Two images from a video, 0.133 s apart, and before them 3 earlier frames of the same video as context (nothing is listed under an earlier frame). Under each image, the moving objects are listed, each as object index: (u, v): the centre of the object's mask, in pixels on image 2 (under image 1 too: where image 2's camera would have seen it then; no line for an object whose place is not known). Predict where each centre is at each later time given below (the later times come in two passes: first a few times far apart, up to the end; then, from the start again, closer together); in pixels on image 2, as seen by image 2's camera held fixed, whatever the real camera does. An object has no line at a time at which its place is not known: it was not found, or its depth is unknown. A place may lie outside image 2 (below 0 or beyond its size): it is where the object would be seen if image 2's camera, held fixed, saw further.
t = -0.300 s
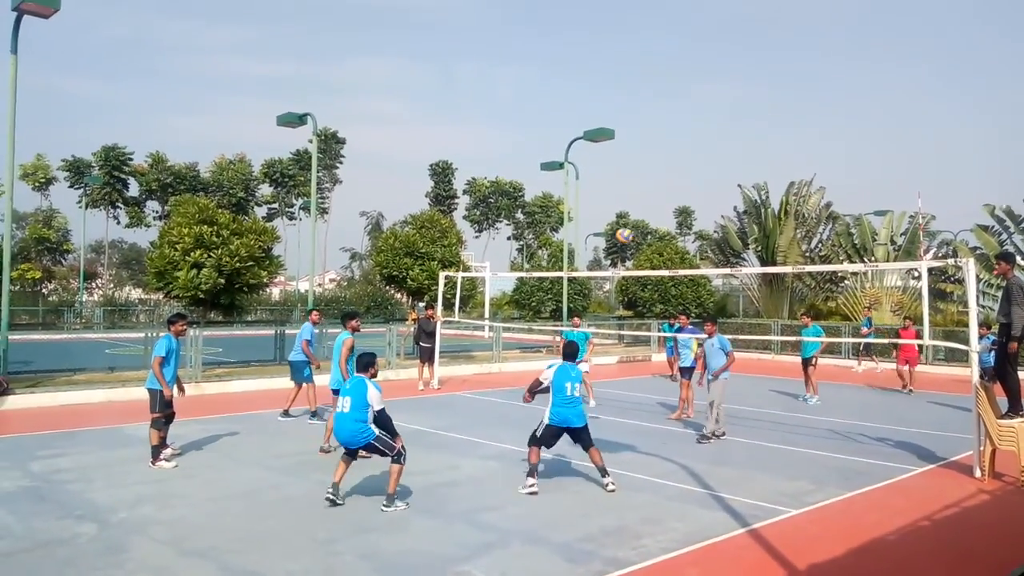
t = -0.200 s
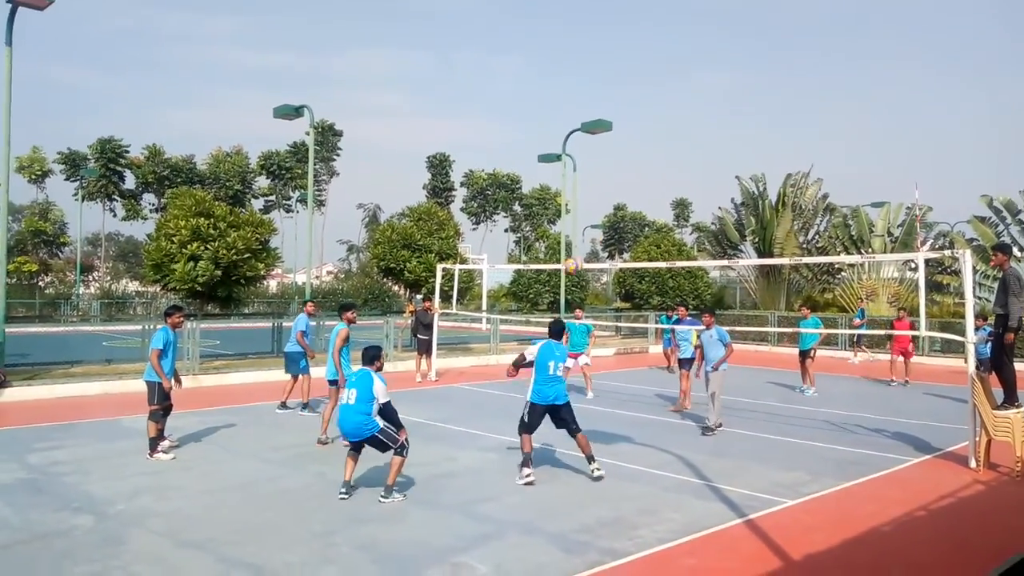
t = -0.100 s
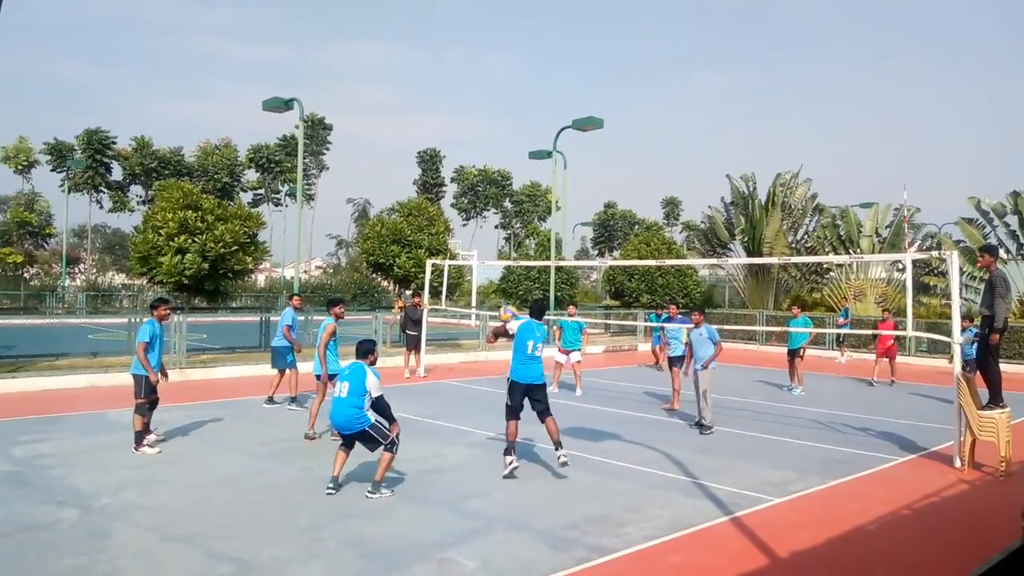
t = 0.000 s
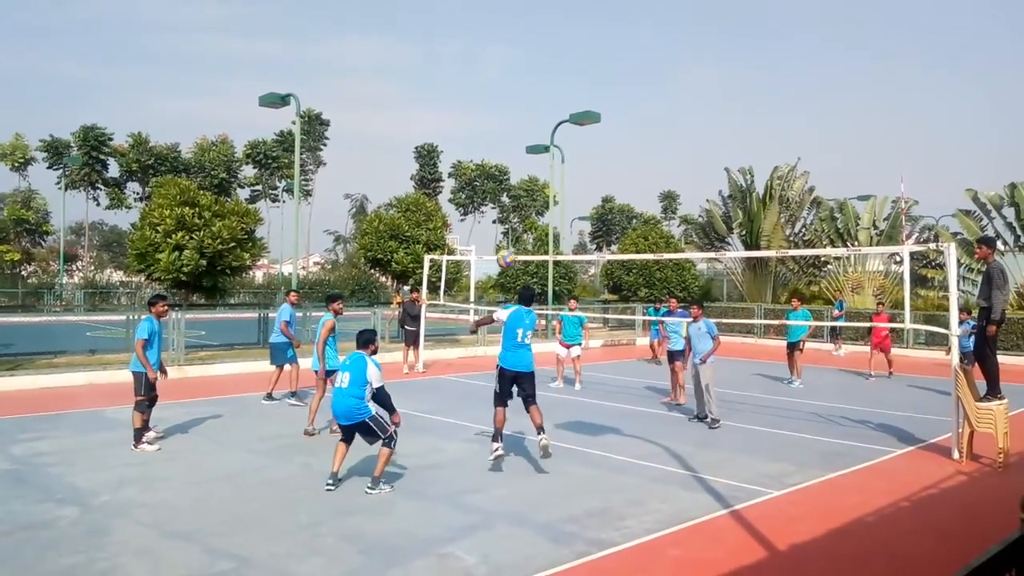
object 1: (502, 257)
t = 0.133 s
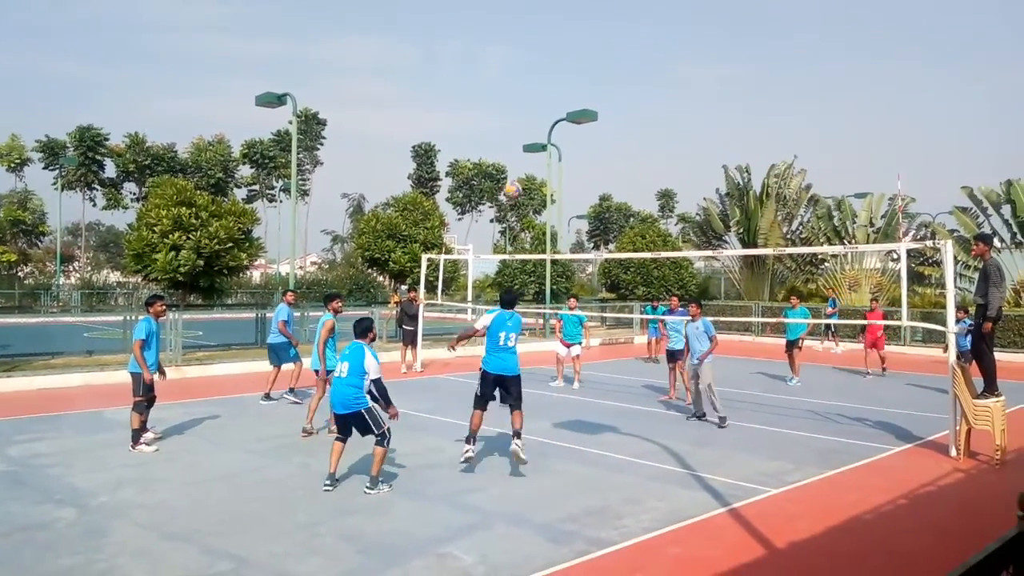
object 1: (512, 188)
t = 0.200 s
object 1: (516, 163)
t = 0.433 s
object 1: (528, 105)
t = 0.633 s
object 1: (536, 92)
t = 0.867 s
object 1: (545, 117)
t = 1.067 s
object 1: (550, 166)
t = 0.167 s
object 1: (514, 174)
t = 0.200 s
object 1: (516, 163)
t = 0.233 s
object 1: (518, 152)
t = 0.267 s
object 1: (519, 141)
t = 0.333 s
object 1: (523, 124)
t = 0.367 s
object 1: (524, 116)
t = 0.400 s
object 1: (526, 110)
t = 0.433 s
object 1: (528, 105)
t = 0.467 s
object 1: (530, 101)
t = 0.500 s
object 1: (531, 96)
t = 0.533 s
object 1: (533, 94)
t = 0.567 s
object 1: (534, 93)
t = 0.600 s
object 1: (535, 92)
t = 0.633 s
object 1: (536, 92)
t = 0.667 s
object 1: (537, 92)
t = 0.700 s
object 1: (539, 95)
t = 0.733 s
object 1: (540, 98)
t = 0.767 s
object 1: (541, 102)
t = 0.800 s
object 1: (542, 107)
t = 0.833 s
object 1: (544, 112)
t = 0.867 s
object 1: (545, 117)
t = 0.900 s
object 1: (547, 123)
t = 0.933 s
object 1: (547, 132)
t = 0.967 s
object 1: (548, 139)
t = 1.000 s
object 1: (549, 148)
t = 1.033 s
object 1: (550, 156)
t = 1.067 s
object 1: (550, 166)
